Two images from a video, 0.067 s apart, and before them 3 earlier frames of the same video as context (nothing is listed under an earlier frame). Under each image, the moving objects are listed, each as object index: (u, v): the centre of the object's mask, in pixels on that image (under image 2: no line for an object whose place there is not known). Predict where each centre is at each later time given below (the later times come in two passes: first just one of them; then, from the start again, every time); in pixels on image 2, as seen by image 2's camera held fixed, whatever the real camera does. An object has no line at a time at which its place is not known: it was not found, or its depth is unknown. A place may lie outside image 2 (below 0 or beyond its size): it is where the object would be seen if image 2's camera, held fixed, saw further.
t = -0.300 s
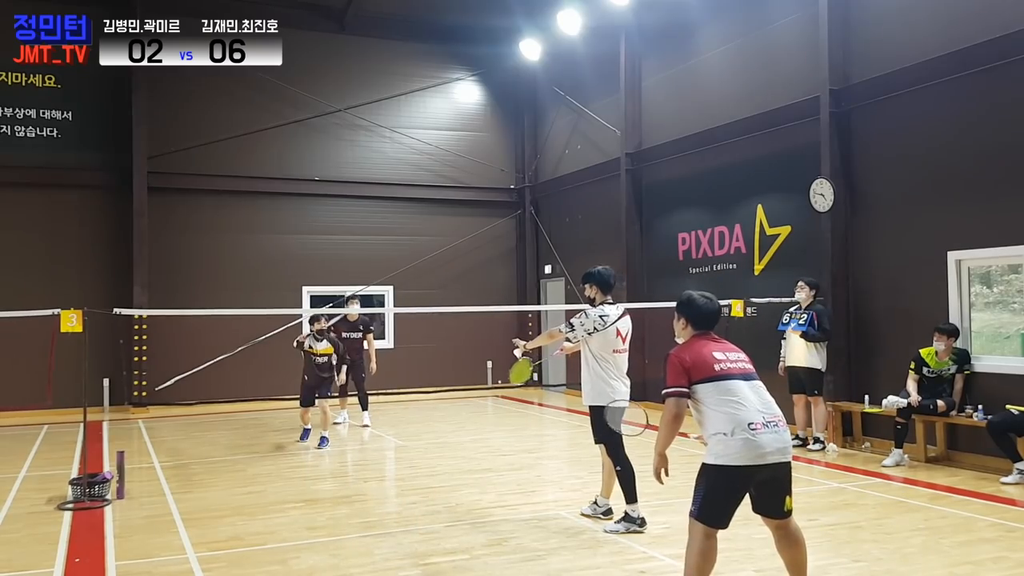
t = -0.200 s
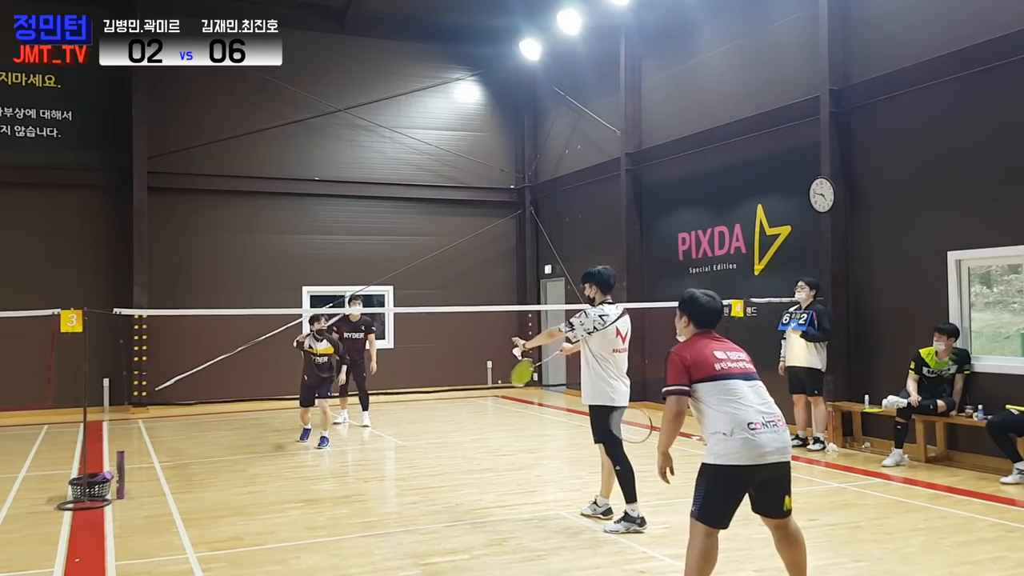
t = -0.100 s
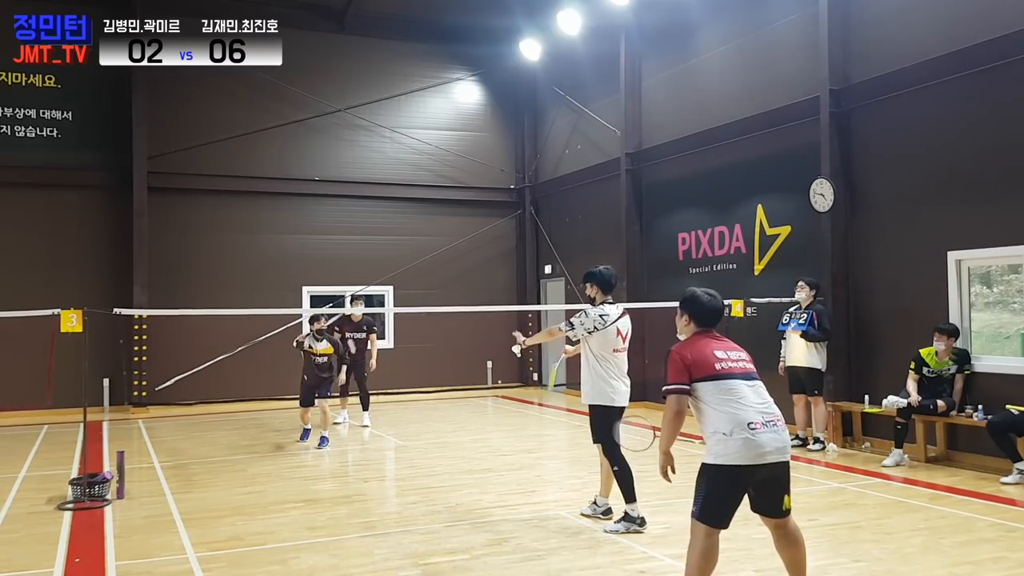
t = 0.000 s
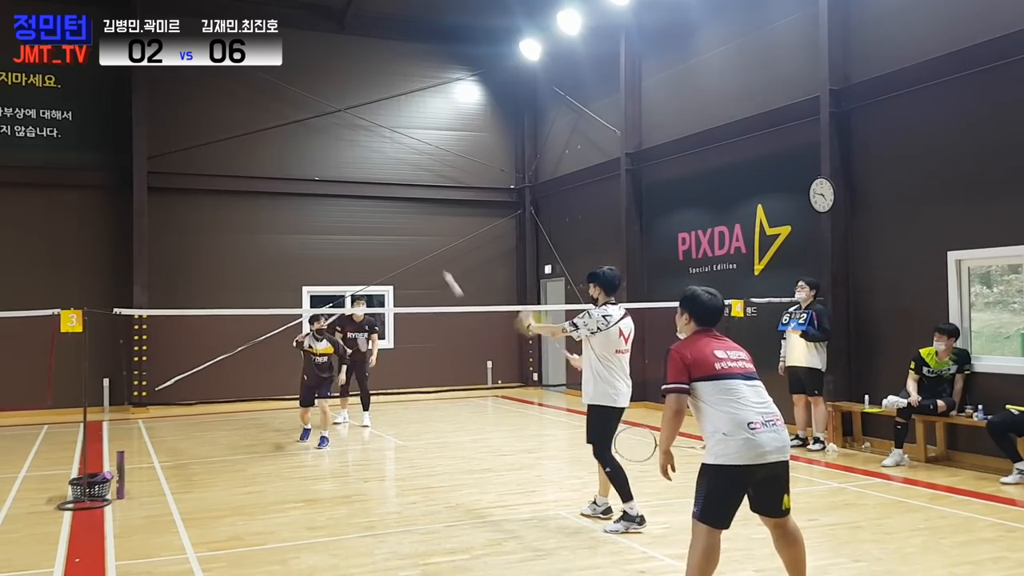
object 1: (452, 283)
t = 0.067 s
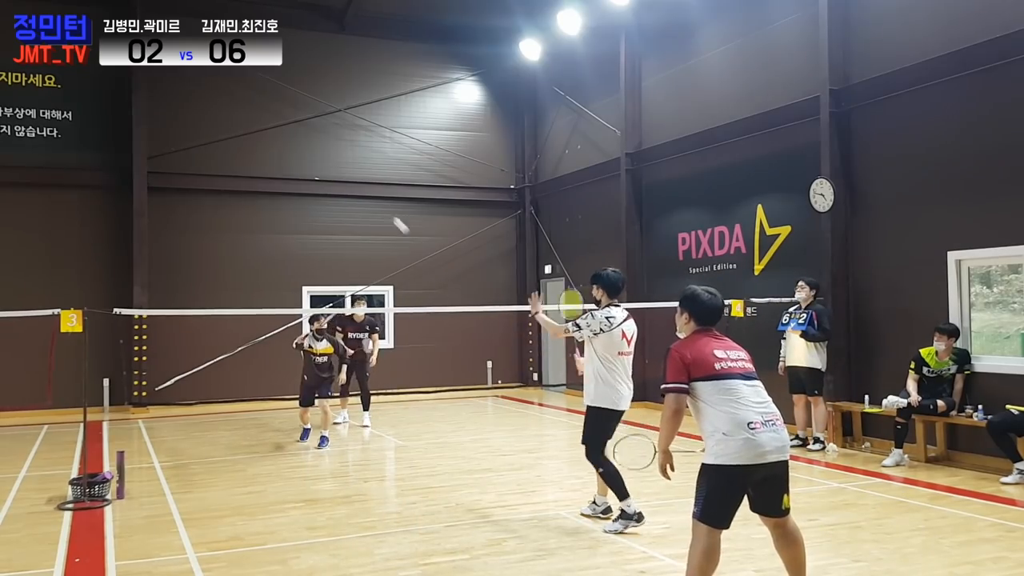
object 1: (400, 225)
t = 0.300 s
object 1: (305, 145)
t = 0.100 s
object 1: (381, 205)
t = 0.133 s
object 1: (363, 189)
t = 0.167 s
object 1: (349, 176)
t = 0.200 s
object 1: (336, 165)
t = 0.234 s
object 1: (325, 157)
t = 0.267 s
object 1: (315, 150)
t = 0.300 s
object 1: (305, 145)
